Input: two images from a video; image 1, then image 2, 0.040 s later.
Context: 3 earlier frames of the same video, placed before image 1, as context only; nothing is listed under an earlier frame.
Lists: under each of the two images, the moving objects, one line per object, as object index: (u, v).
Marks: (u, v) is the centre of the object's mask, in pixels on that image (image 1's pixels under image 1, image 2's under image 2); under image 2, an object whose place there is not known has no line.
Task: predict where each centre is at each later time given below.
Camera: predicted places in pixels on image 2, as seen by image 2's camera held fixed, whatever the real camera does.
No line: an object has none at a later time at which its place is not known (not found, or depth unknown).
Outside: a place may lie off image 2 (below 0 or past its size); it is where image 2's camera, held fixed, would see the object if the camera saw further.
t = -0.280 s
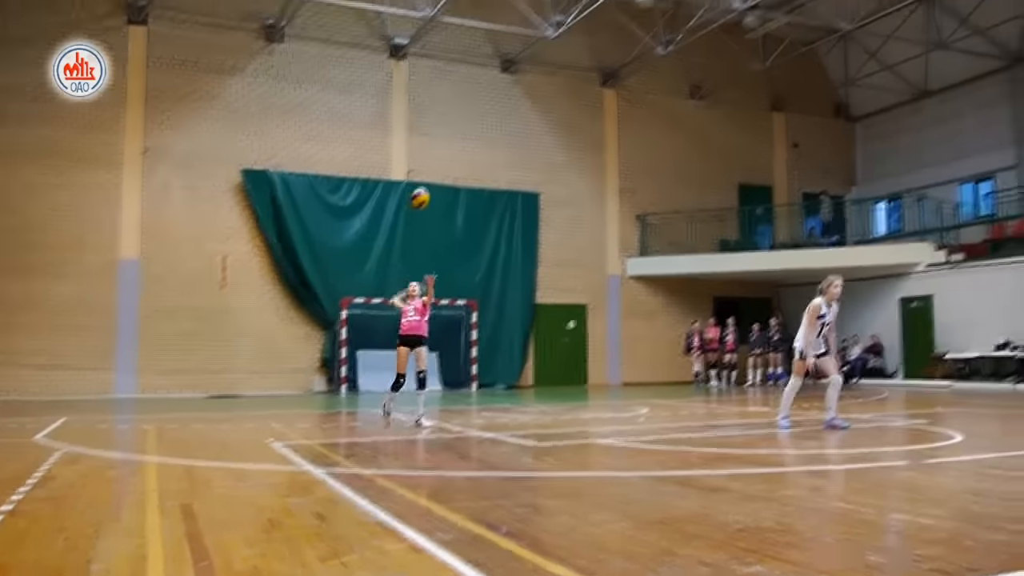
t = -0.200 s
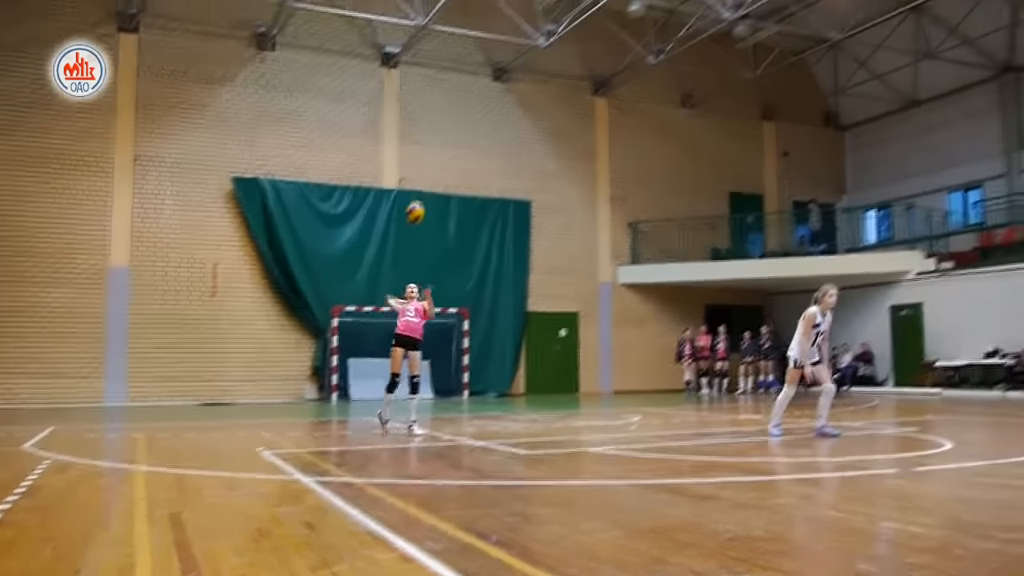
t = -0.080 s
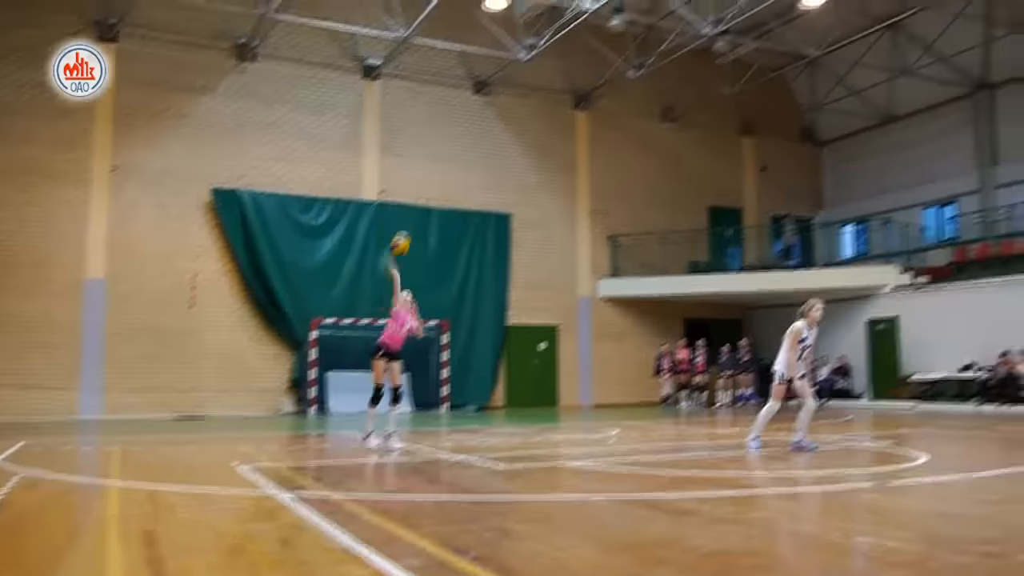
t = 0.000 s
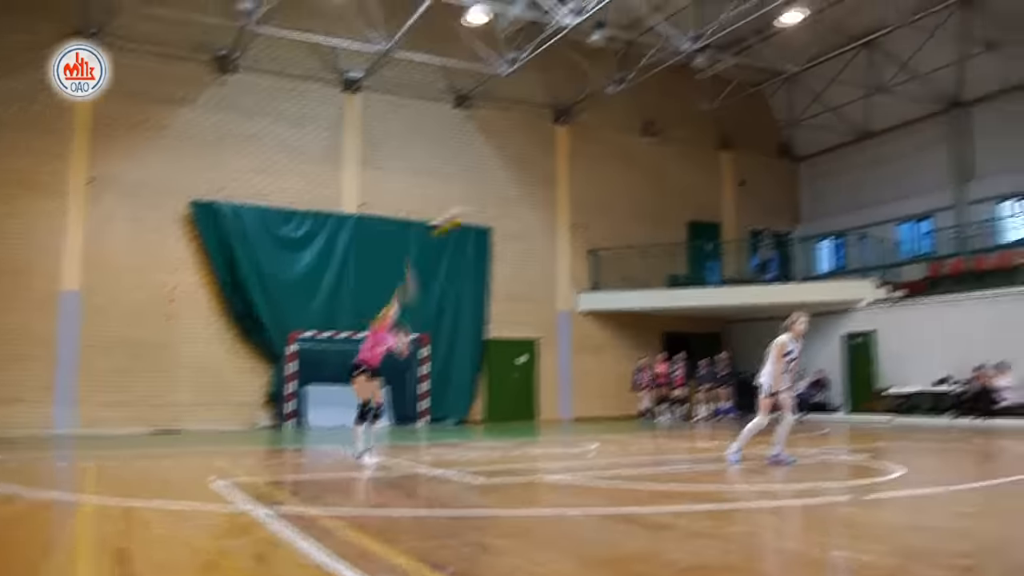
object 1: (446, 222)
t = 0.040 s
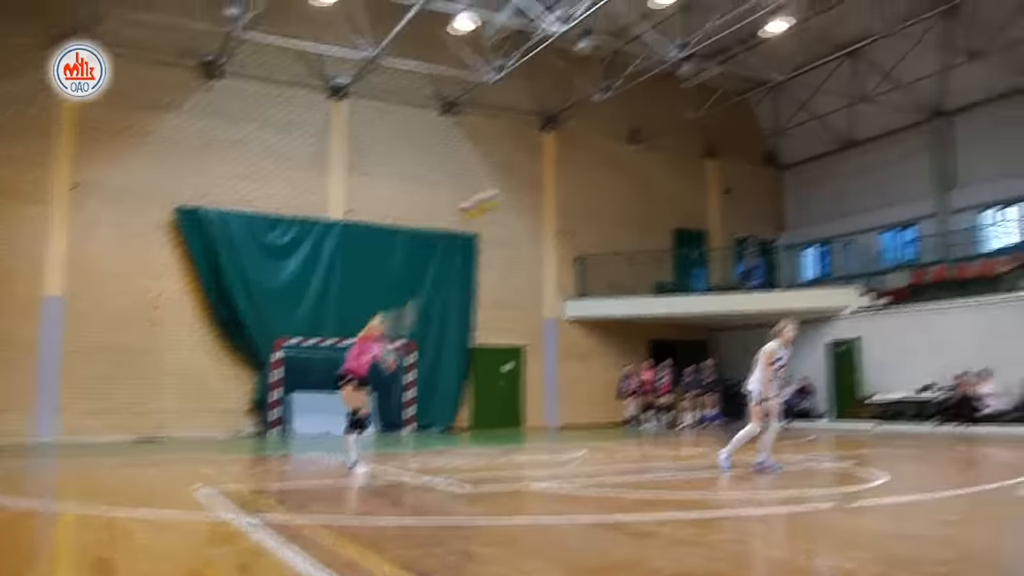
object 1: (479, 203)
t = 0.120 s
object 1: (584, 148)
